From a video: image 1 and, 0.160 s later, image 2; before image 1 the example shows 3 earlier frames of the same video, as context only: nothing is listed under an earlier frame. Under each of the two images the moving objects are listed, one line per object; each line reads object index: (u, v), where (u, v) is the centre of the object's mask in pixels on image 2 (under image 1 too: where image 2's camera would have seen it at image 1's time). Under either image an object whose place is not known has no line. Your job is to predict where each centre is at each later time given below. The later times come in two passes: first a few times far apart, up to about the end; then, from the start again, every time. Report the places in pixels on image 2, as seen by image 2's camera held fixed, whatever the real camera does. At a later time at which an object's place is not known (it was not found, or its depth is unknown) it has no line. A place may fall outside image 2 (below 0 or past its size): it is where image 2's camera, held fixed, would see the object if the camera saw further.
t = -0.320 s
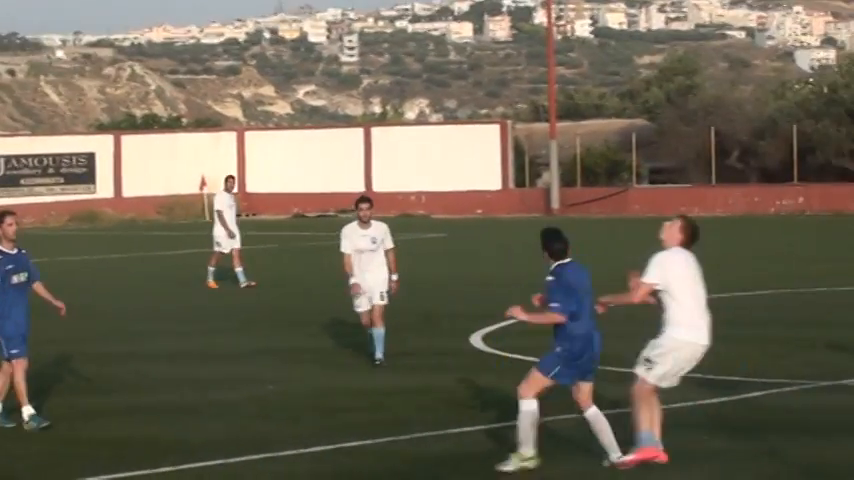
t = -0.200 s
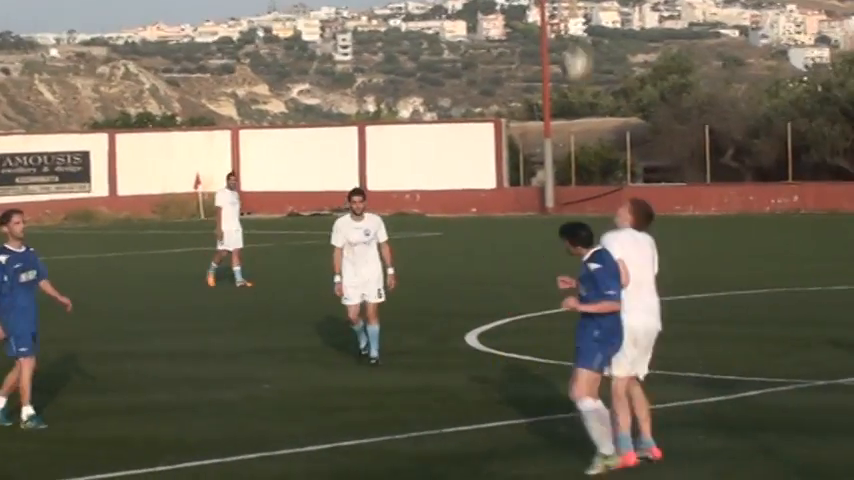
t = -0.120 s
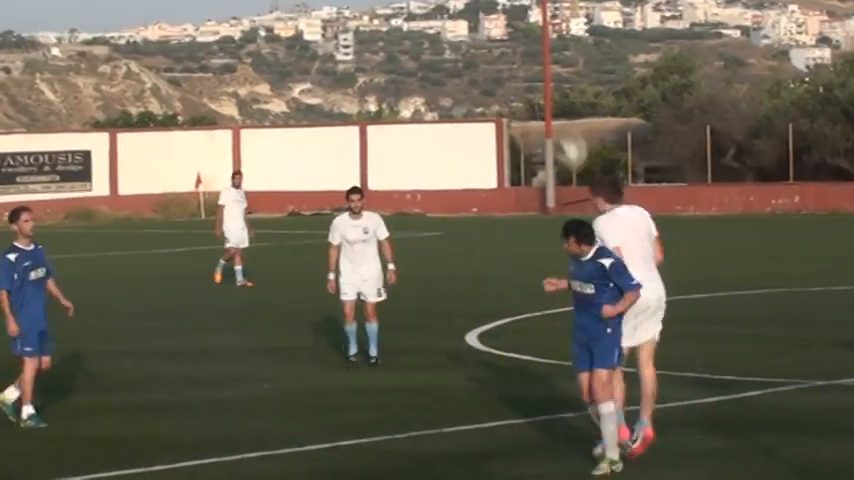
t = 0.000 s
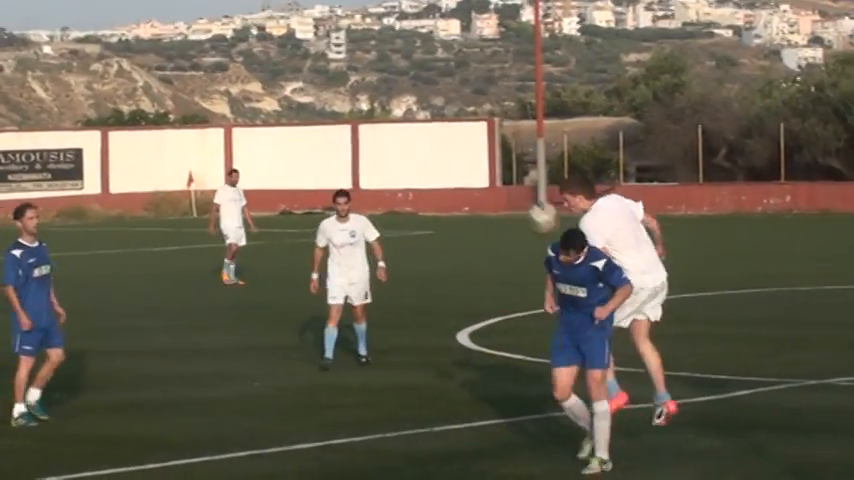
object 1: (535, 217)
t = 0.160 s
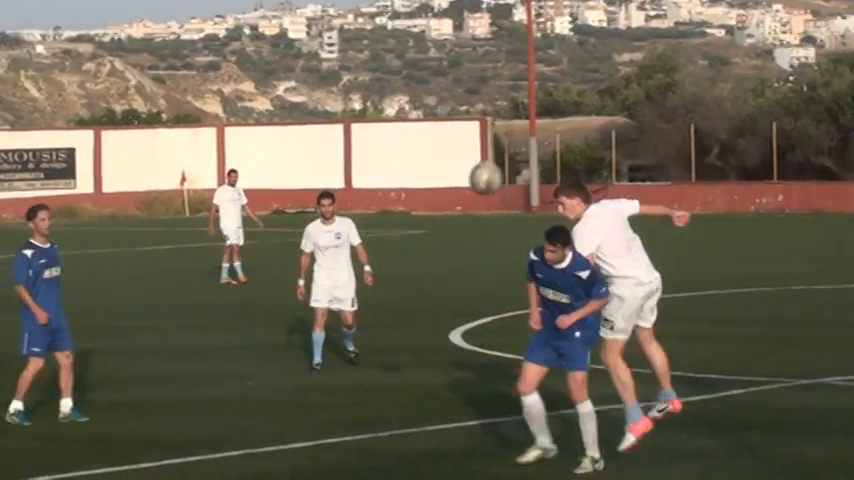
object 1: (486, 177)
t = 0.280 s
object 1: (448, 172)
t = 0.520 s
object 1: (370, 230)
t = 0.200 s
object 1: (472, 173)
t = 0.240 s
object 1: (460, 171)
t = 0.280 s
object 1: (448, 172)
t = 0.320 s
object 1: (436, 175)
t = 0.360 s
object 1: (423, 181)
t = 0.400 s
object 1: (409, 190)
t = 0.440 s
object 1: (398, 200)
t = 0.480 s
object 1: (384, 214)
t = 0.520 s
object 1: (370, 230)
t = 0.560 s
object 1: (356, 251)
